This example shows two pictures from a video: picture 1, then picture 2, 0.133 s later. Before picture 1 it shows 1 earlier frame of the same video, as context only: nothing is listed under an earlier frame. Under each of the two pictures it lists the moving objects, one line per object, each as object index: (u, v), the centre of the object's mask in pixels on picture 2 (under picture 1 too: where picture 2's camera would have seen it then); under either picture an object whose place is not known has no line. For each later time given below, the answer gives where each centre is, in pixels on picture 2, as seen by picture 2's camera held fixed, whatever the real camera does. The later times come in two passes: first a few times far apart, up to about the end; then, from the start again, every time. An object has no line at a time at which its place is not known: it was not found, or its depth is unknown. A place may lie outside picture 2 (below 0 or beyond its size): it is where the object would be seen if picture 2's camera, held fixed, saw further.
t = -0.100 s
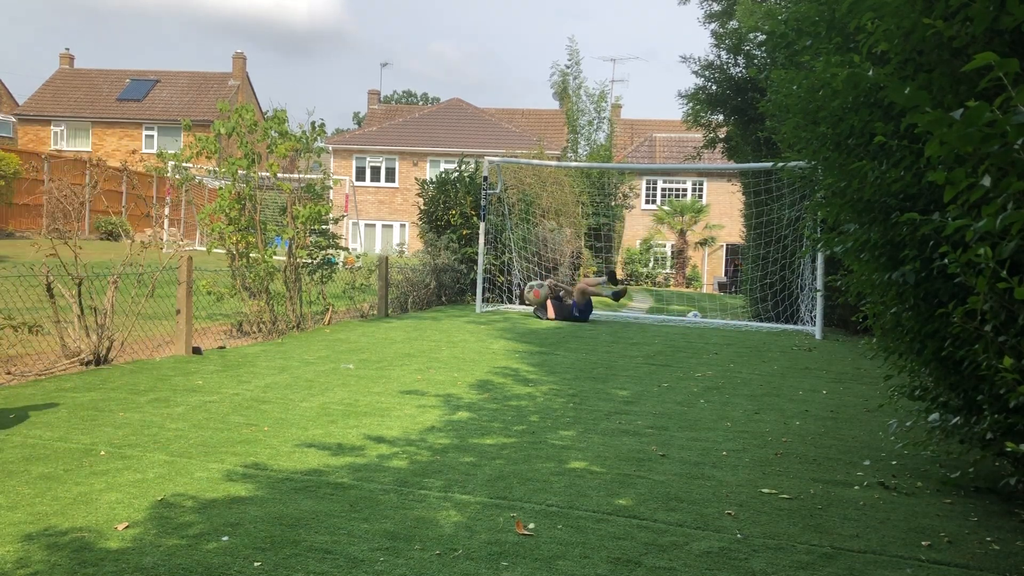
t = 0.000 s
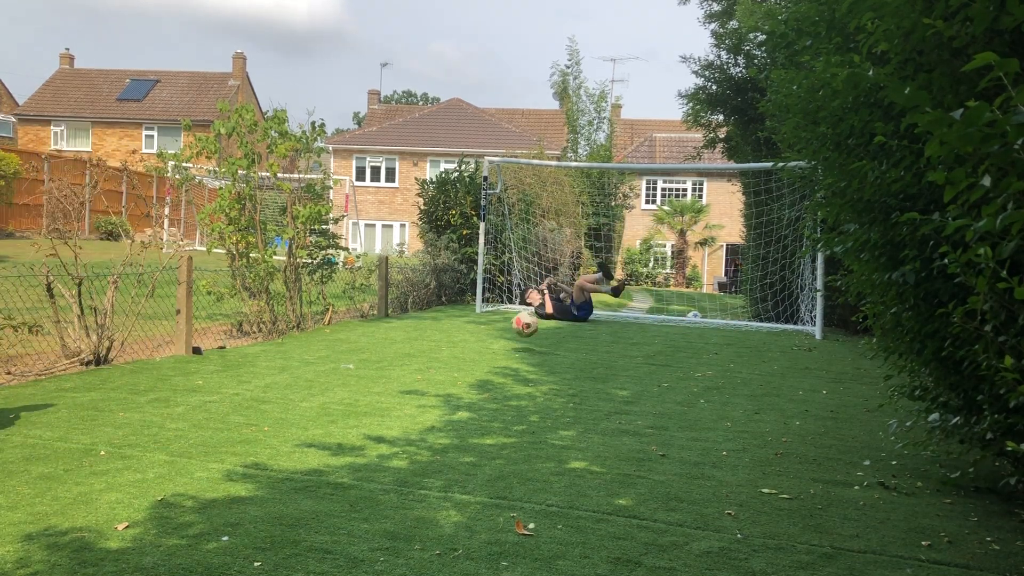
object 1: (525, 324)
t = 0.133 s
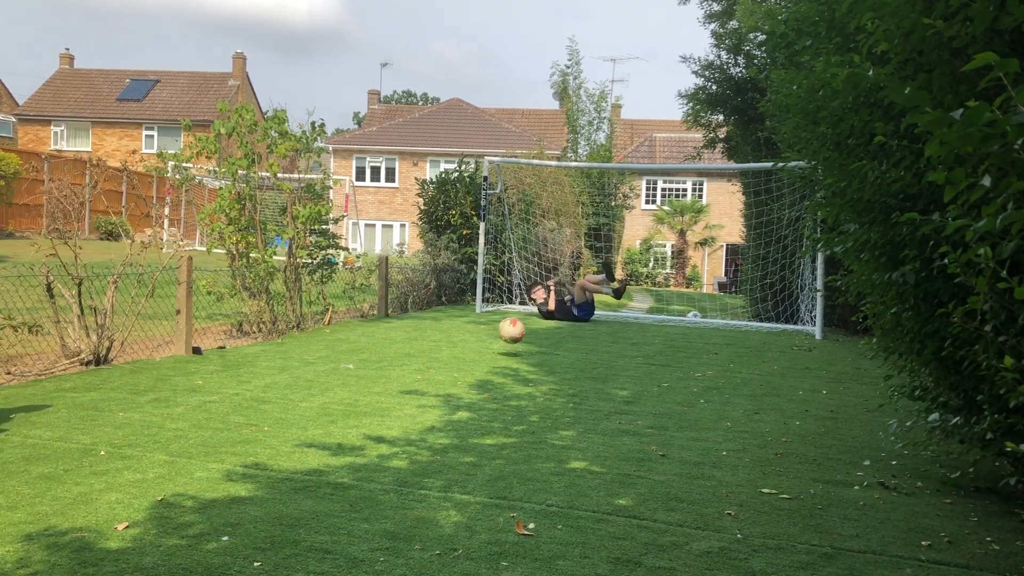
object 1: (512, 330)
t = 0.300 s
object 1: (494, 324)
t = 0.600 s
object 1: (458, 348)
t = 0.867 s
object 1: (425, 366)
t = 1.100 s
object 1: (394, 383)
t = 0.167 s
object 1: (508, 326)
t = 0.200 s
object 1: (505, 323)
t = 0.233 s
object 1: (501, 322)
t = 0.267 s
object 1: (497, 322)
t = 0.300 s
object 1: (494, 324)
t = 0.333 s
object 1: (490, 327)
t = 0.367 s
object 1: (486, 331)
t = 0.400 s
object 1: (482, 336)
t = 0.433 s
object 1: (478, 344)
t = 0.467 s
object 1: (473, 353)
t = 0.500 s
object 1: (469, 357)
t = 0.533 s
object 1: (466, 352)
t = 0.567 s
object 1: (462, 350)
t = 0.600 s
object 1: (458, 348)
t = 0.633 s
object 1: (454, 348)
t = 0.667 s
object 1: (450, 349)
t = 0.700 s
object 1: (446, 352)
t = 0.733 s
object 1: (442, 357)
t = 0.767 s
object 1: (438, 363)
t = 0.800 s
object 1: (433, 368)
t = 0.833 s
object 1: (429, 366)
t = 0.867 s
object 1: (425, 366)
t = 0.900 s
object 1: (421, 368)
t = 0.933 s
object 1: (416, 372)
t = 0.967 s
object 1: (412, 376)
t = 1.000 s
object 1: (408, 376)
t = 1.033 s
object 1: (403, 377)
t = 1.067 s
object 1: (399, 380)
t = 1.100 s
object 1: (394, 383)
